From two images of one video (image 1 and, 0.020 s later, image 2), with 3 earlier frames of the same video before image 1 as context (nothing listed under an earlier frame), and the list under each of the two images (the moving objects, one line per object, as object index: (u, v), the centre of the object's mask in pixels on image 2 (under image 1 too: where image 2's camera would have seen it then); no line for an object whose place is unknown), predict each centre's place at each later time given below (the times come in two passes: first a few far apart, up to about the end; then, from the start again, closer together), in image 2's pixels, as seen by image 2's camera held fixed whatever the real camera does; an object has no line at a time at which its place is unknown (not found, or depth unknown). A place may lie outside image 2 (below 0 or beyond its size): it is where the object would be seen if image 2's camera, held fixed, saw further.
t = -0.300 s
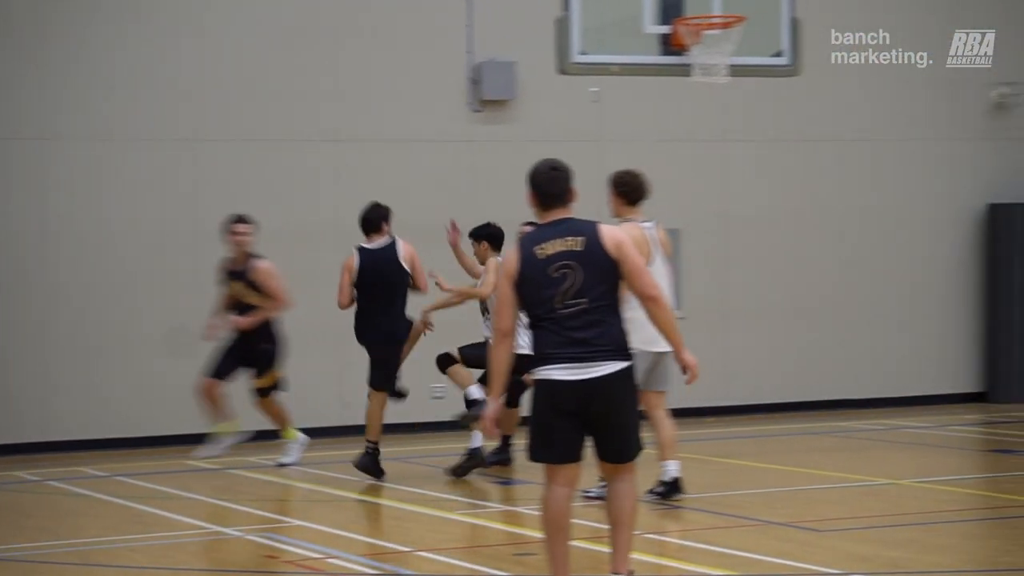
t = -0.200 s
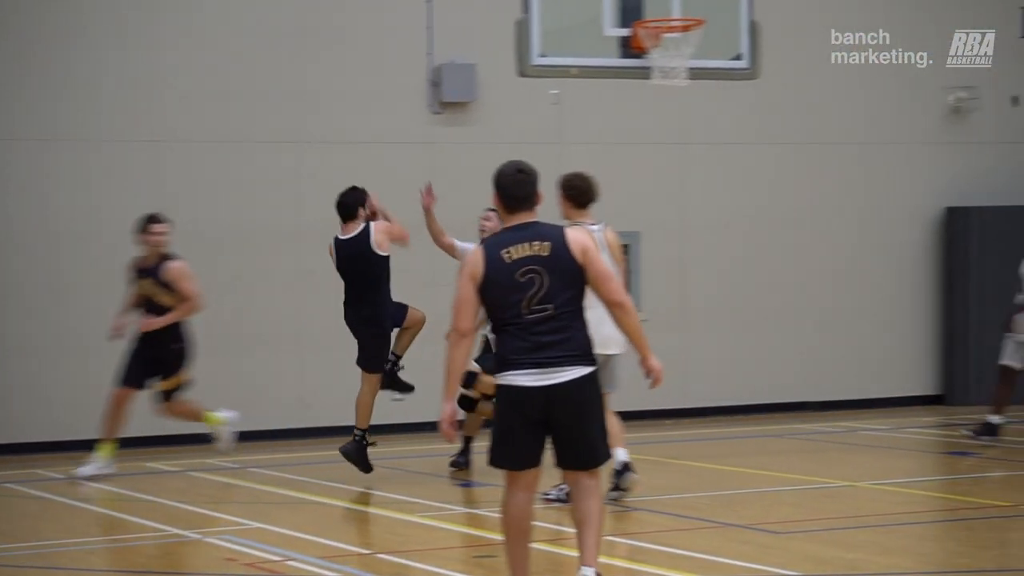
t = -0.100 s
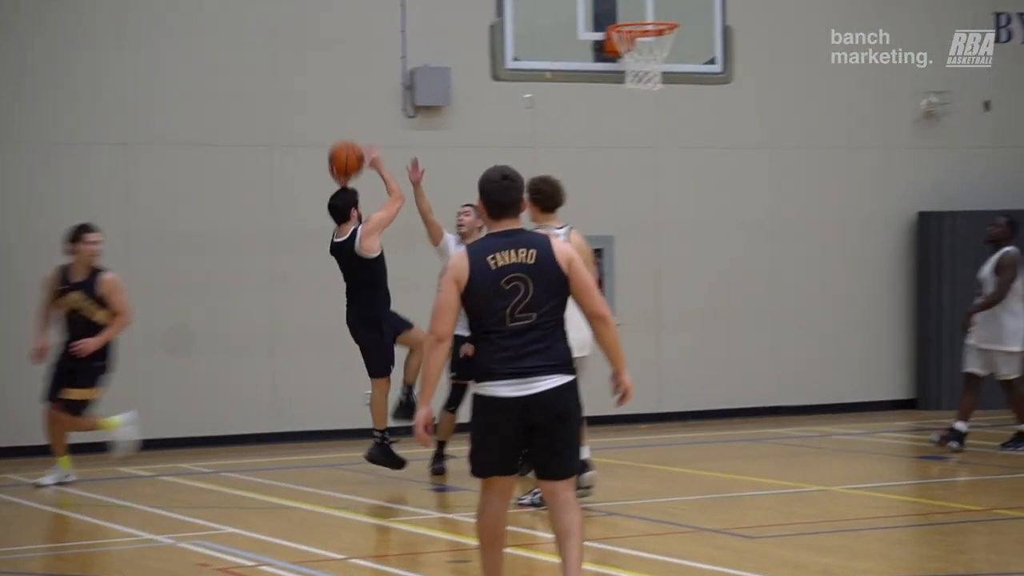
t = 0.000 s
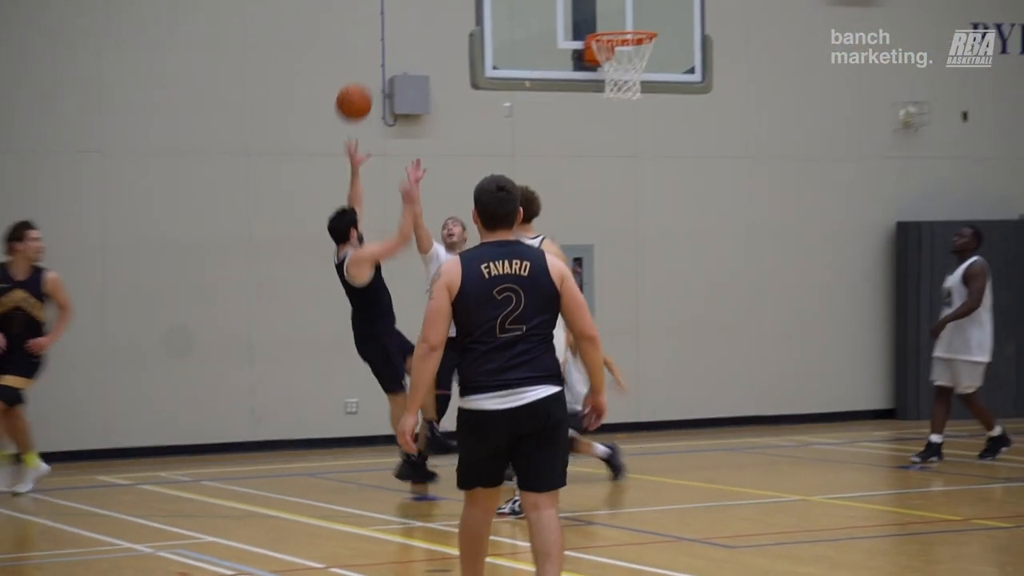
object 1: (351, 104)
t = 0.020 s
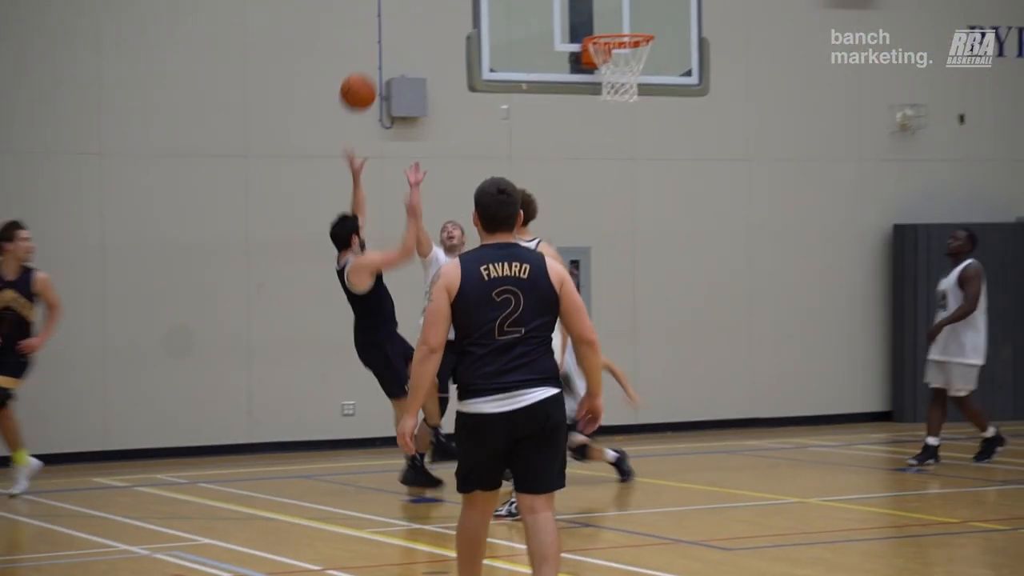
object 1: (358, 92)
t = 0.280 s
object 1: (448, -17)
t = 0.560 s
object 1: (543, -23)
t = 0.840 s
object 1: (606, -2)
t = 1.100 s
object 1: (634, 18)
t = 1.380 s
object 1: (604, 54)
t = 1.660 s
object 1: (624, 146)
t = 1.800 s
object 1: (636, 228)
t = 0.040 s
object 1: (364, 80)
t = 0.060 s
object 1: (372, 68)
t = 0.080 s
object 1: (380, 57)
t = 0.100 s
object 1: (387, 47)
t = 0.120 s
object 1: (394, 38)
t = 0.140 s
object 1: (401, 29)
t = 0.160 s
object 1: (408, 21)
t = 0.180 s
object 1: (414, 13)
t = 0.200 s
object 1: (421, 6)
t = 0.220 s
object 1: (428, 0)
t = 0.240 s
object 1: (435, -6)
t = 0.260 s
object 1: (442, -12)
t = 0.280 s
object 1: (448, -17)
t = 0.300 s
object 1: (455, -21)
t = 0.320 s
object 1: (462, -24)
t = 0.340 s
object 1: (468, -28)
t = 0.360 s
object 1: (475, -30)
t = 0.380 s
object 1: (482, -32)
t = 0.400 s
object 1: (489, -33)
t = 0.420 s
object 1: (496, -34)
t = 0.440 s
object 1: (502, -34)
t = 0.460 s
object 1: (509, -34)
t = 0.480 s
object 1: (516, -33)
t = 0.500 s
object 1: (522, -31)
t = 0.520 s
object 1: (529, -29)
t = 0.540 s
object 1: (536, -27)
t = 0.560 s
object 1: (543, -23)
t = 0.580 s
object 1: (549, -19)
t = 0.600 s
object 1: (556, -15)
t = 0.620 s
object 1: (563, -10)
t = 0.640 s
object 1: (570, -4)
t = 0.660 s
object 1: (576, 2)
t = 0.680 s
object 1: (583, 9)
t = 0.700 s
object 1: (590, 16)
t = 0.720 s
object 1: (594, 20)
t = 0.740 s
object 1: (596, 15)
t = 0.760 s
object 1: (598, 11)
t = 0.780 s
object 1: (600, 7)
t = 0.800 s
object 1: (602, 4)
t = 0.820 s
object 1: (604, 1)
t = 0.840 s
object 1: (606, -2)
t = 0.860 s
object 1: (609, -4)
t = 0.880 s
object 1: (610, -5)
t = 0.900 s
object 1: (613, -5)
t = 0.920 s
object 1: (614, -6)
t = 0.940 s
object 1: (617, -5)
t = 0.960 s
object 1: (619, -4)
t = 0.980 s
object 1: (621, -2)
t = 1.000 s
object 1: (623, 0)
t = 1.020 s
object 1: (625, 3)
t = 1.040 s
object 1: (627, 6)
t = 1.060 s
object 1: (630, 10)
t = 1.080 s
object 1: (632, 14)
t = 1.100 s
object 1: (634, 18)
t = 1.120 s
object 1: (636, 22)
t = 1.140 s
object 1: (638, 25)
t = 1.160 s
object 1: (635, 25)
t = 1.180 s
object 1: (631, 25)
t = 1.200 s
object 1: (627, 25)
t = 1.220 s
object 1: (623, 25)
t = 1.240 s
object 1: (620, 26)
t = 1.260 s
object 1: (617, 31)
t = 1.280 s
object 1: (613, 37)
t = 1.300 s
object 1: (610, 41)
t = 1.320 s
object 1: (606, 46)
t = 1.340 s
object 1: (604, 49)
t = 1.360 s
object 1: (603, 52)
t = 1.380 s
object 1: (604, 54)
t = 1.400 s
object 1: (604, 57)
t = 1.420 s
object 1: (604, 58)
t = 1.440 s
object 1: (606, 65)
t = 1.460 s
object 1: (609, 73)
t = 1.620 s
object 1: (621, 129)
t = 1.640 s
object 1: (622, 138)
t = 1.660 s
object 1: (624, 146)
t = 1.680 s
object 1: (628, 156)
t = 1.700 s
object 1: (632, 167)
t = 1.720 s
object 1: (634, 181)
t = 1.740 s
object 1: (634, 194)
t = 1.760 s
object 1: (633, 206)
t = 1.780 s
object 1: (632, 218)
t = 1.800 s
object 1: (636, 228)
